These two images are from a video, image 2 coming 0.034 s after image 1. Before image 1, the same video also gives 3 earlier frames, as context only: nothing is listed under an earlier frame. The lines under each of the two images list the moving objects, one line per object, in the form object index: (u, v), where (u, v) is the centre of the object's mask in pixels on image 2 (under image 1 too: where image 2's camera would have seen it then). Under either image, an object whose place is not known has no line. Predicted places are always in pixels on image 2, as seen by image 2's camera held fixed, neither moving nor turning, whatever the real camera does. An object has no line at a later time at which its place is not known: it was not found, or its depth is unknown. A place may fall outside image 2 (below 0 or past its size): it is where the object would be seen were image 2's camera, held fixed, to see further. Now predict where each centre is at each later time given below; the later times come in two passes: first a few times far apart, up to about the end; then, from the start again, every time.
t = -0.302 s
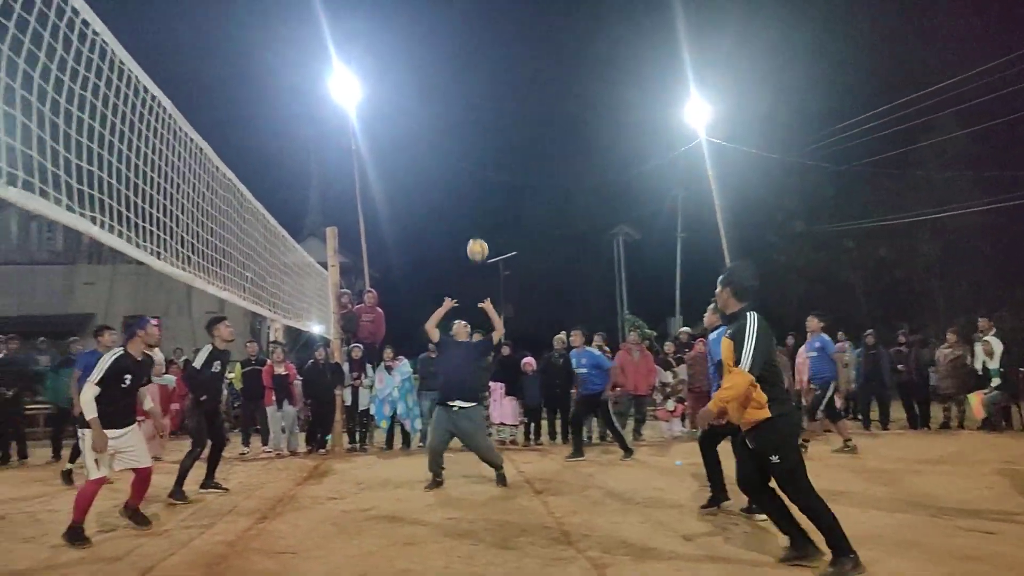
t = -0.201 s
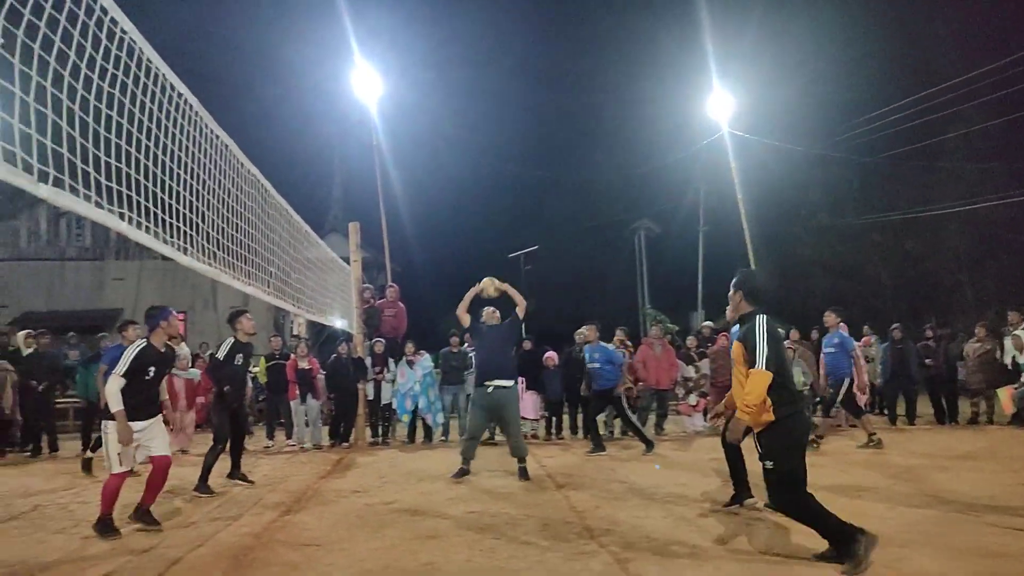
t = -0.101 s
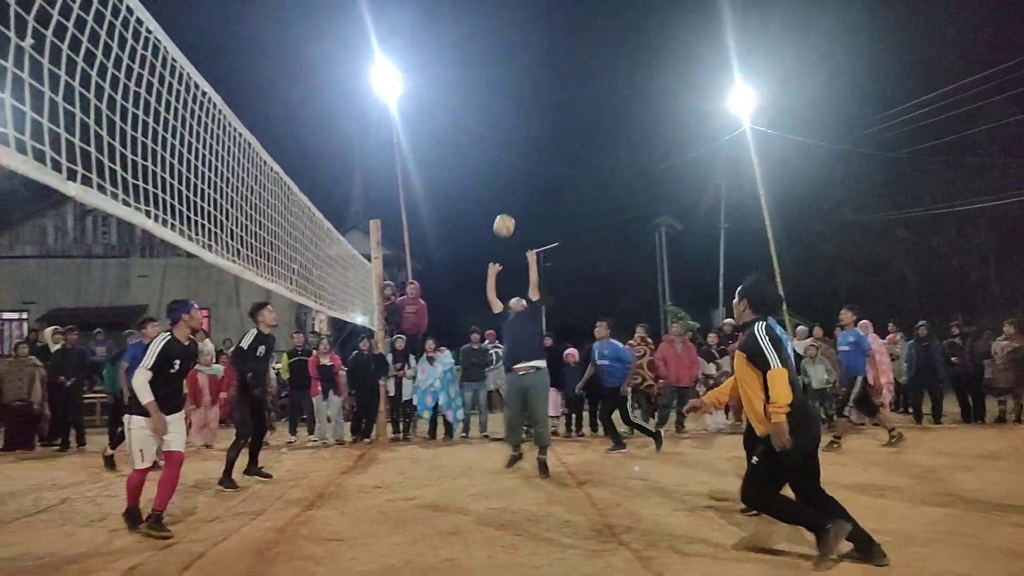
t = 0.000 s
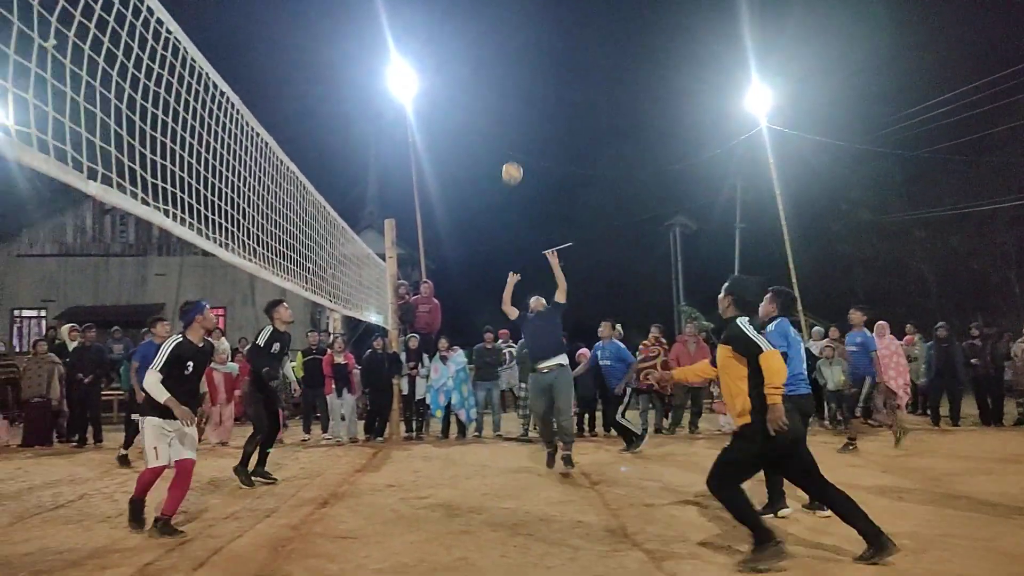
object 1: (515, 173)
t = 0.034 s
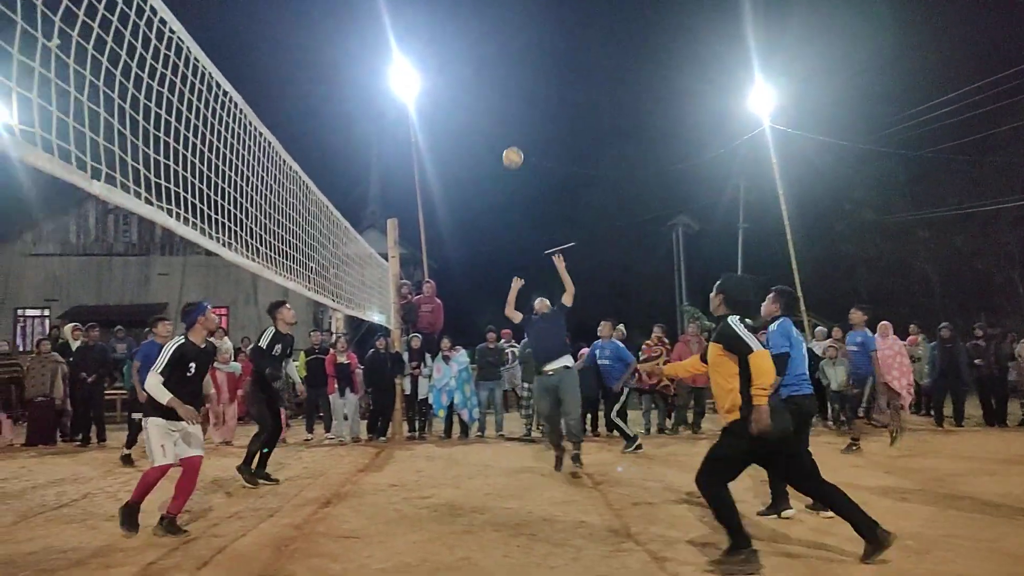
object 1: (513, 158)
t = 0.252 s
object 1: (503, 89)
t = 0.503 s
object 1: (495, 65)
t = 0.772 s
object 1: (486, 99)
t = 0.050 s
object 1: (512, 151)
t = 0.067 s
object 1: (511, 145)
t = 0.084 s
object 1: (510, 138)
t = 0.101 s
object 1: (509, 132)
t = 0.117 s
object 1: (508, 126)
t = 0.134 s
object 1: (508, 120)
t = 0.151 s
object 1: (507, 115)
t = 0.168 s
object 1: (506, 110)
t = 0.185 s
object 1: (505, 105)
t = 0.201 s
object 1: (505, 101)
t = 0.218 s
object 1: (504, 97)
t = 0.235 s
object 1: (503, 93)
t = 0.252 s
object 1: (503, 89)
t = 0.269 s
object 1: (502, 85)
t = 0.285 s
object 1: (502, 83)
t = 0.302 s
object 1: (501, 80)
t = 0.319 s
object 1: (500, 77)
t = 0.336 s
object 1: (500, 75)
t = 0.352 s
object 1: (499, 73)
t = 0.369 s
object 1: (499, 71)
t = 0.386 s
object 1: (498, 70)
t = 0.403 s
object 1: (498, 69)
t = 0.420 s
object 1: (497, 67)
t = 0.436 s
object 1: (497, 67)
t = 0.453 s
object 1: (497, 66)
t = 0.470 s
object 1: (496, 65)
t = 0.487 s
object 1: (495, 65)
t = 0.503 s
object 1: (495, 65)
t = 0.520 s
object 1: (494, 65)
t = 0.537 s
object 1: (494, 66)
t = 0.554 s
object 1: (493, 67)
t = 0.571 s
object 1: (493, 68)
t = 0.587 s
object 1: (492, 69)
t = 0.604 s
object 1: (492, 71)
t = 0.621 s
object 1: (491, 73)
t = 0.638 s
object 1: (491, 75)
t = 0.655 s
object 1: (490, 77)
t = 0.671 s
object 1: (489, 80)
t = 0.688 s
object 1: (489, 83)
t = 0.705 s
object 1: (489, 85)
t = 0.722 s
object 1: (488, 88)
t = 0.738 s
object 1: (488, 92)
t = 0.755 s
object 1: (487, 95)
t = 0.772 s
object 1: (486, 99)
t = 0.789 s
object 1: (486, 103)
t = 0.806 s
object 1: (486, 107)
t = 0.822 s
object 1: (486, 111)
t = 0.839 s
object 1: (485, 115)
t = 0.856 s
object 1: (485, 121)
